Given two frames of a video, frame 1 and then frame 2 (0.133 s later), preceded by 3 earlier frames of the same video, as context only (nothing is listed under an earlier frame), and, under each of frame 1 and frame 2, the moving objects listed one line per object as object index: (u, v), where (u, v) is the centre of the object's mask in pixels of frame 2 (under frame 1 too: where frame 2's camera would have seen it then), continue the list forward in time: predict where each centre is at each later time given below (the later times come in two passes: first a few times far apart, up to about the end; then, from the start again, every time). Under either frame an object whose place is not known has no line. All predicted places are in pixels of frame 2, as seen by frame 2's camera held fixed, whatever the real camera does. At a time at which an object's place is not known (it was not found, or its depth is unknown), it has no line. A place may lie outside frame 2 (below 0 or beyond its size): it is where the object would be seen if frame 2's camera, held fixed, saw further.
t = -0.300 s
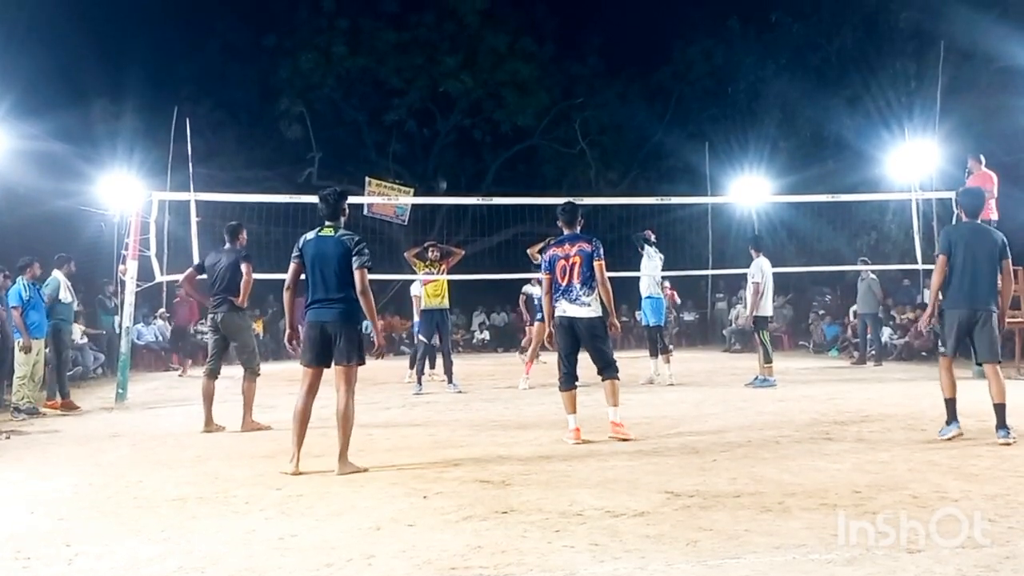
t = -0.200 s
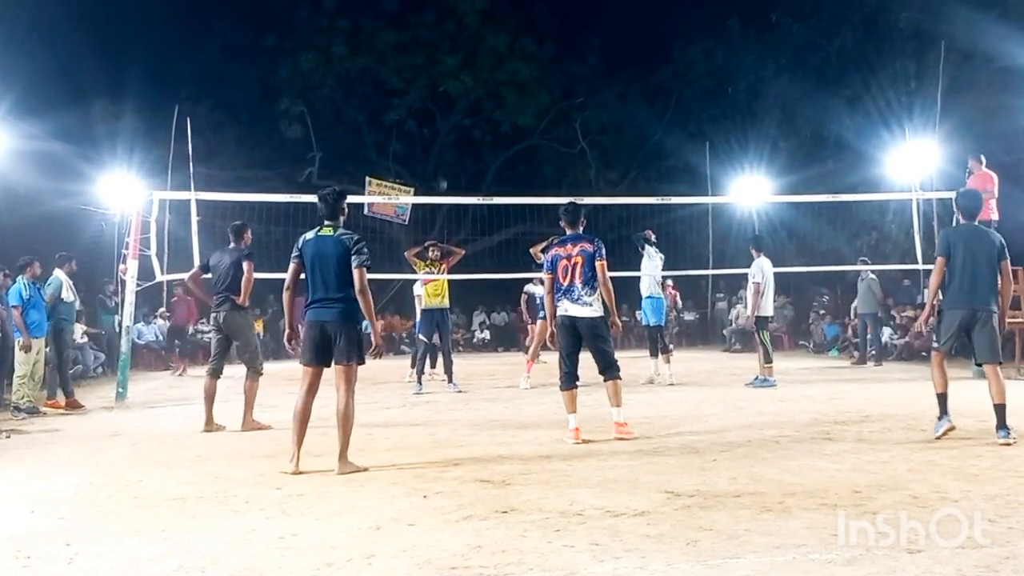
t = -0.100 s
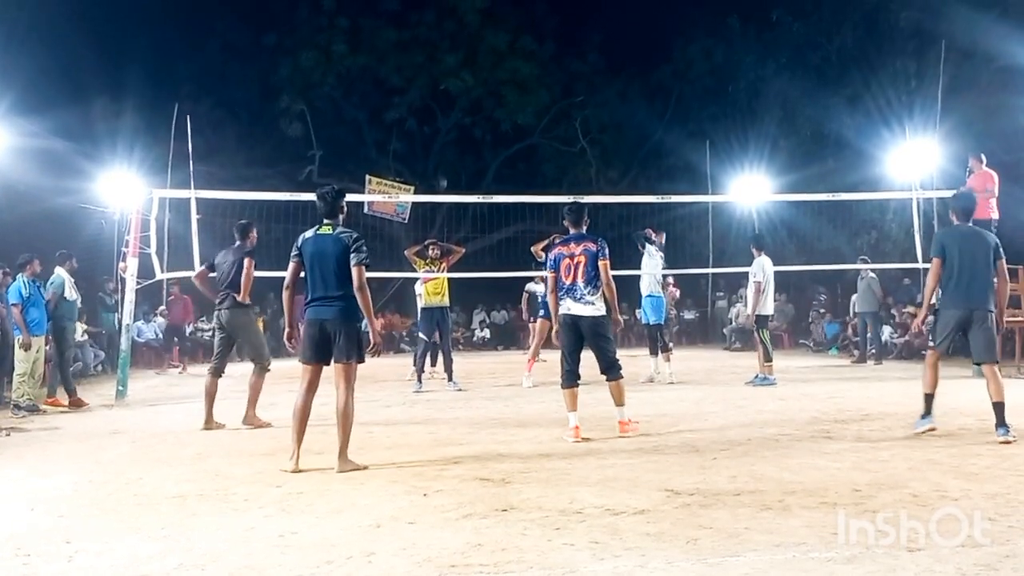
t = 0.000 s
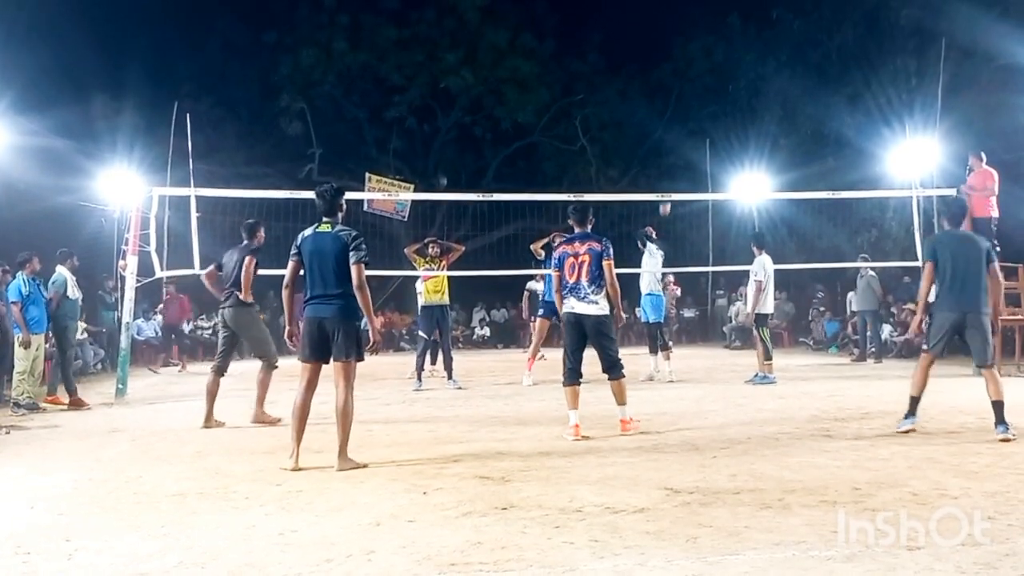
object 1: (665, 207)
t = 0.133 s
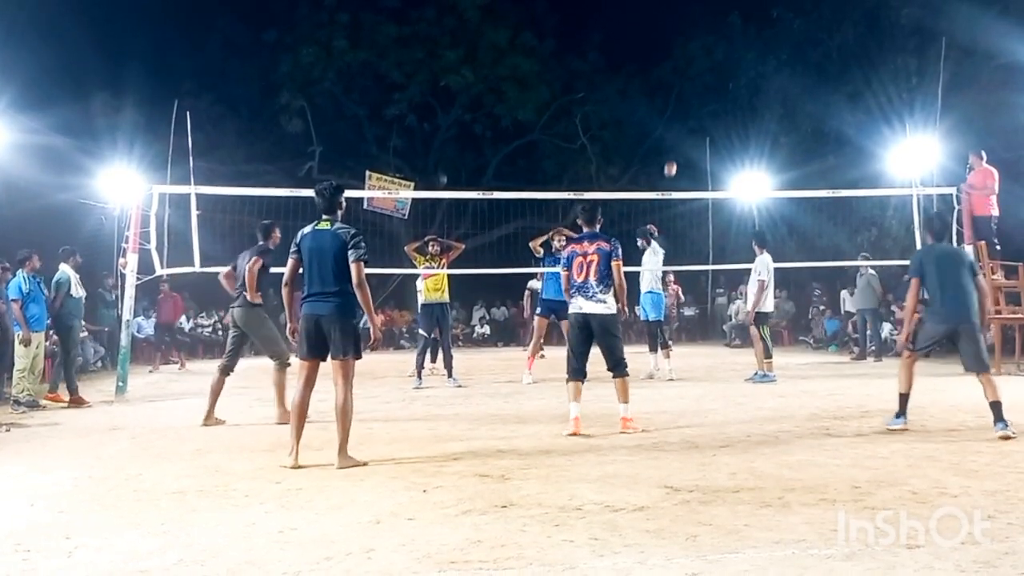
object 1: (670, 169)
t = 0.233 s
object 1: (674, 144)
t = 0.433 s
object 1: (682, 105)
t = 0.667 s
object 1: (693, 81)
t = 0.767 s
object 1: (701, 81)
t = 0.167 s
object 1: (671, 161)
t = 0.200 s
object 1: (673, 152)
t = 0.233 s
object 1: (674, 144)
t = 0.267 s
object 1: (675, 137)
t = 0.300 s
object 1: (677, 130)
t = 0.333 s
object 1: (678, 123)
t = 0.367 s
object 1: (679, 116)
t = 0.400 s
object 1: (680, 110)
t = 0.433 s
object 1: (682, 105)
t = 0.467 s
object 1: (682, 100)
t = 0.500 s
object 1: (684, 95)
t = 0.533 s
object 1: (685, 91)
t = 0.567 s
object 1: (686, 87)
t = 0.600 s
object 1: (688, 84)
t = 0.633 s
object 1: (690, 82)
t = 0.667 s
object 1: (693, 81)
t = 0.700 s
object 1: (696, 80)
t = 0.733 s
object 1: (698, 79)
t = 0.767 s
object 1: (701, 81)
